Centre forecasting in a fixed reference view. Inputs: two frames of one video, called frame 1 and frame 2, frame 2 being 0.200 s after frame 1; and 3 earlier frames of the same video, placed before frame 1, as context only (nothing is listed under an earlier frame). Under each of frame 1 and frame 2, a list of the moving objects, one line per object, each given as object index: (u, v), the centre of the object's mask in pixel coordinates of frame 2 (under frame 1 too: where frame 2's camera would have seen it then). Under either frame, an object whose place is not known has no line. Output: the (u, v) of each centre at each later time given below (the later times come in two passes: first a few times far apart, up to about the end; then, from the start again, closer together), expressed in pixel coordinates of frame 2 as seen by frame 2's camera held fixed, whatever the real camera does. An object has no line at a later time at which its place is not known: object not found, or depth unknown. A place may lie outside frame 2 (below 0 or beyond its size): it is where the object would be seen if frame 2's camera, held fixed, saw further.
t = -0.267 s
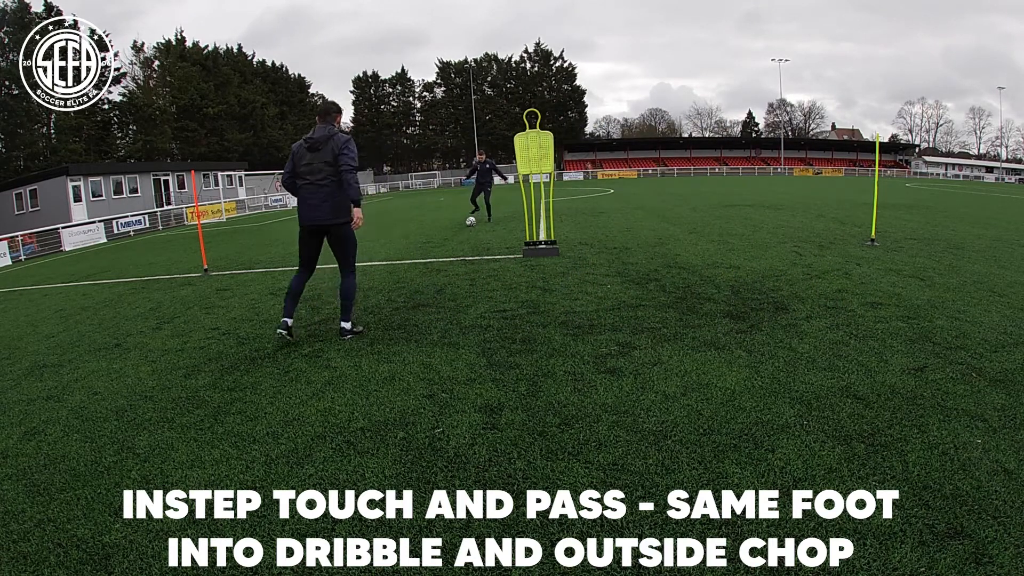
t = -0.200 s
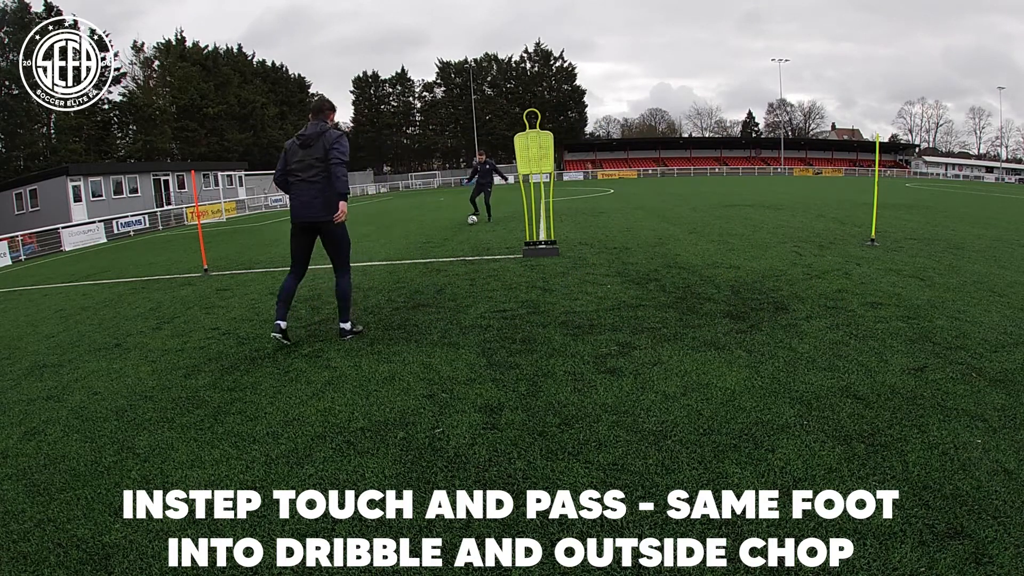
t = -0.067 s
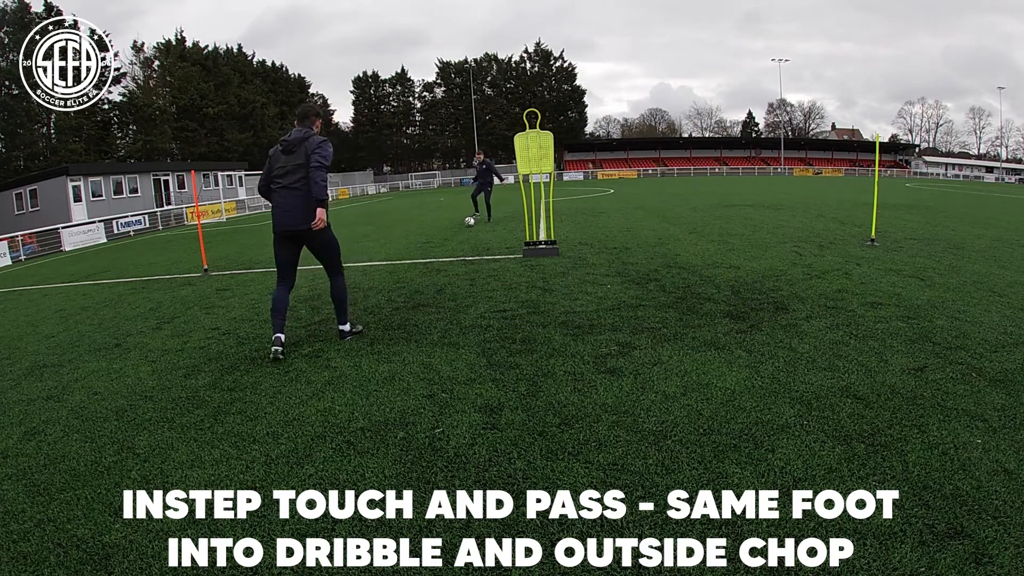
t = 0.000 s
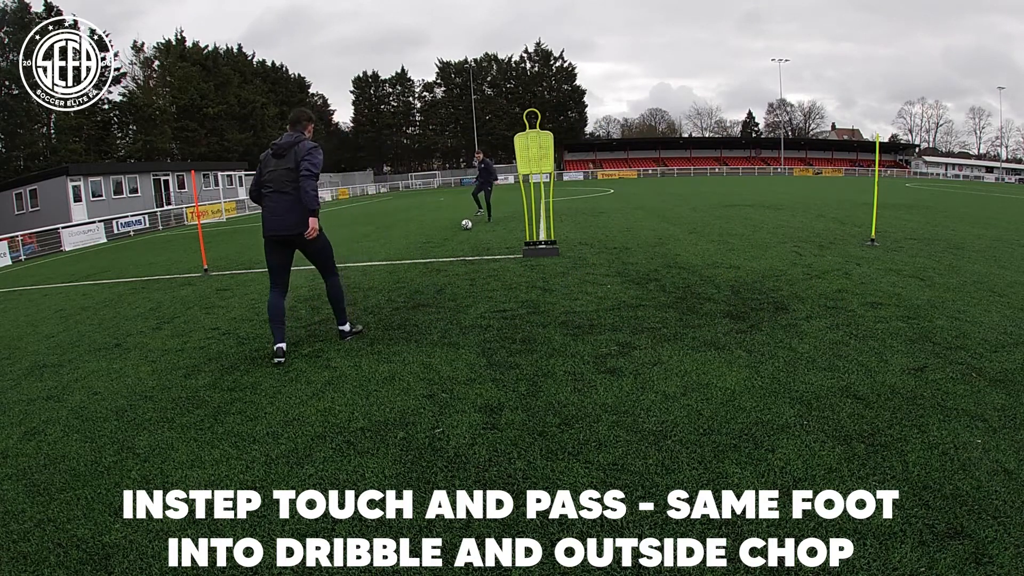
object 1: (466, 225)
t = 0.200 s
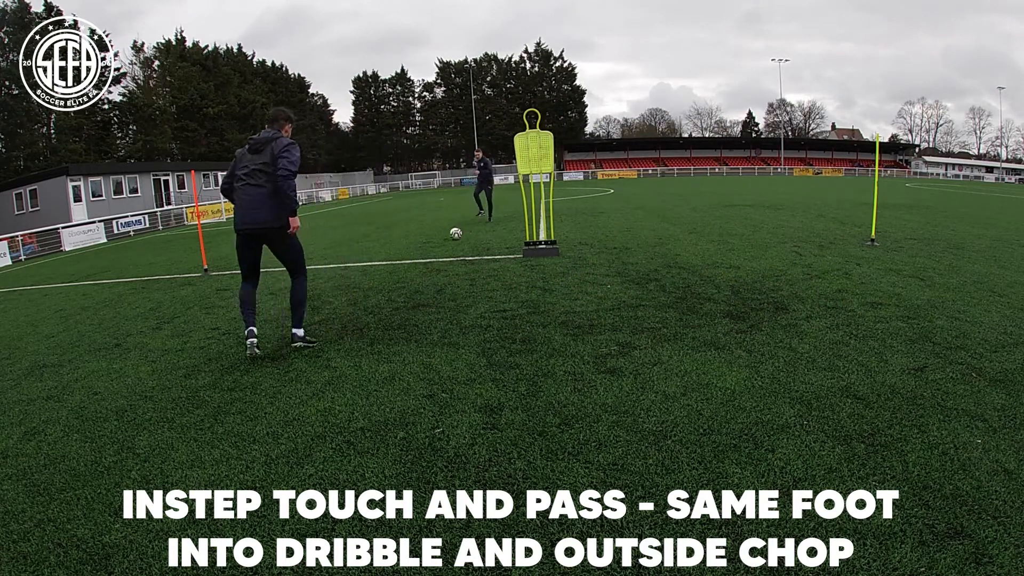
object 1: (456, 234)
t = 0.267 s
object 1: (452, 237)
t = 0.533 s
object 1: (431, 253)
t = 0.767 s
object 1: (407, 271)
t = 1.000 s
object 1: (376, 293)
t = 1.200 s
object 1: (340, 319)
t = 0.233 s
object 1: (454, 235)
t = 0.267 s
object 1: (452, 237)
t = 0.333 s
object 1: (447, 241)
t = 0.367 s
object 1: (444, 242)
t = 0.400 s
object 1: (442, 245)
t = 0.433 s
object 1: (439, 247)
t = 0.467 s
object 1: (436, 249)
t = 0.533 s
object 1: (431, 253)
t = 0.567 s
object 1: (428, 255)
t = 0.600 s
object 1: (425, 258)
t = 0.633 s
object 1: (422, 261)
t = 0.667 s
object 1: (418, 263)
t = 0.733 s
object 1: (410, 269)
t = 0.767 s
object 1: (407, 271)
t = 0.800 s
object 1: (403, 274)
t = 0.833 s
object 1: (399, 277)
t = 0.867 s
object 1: (394, 280)
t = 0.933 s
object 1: (386, 287)
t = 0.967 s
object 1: (381, 290)
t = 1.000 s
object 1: (376, 293)
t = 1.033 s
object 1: (371, 297)
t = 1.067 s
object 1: (365, 302)
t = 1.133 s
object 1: (354, 310)
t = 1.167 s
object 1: (347, 315)
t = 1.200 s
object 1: (340, 319)
